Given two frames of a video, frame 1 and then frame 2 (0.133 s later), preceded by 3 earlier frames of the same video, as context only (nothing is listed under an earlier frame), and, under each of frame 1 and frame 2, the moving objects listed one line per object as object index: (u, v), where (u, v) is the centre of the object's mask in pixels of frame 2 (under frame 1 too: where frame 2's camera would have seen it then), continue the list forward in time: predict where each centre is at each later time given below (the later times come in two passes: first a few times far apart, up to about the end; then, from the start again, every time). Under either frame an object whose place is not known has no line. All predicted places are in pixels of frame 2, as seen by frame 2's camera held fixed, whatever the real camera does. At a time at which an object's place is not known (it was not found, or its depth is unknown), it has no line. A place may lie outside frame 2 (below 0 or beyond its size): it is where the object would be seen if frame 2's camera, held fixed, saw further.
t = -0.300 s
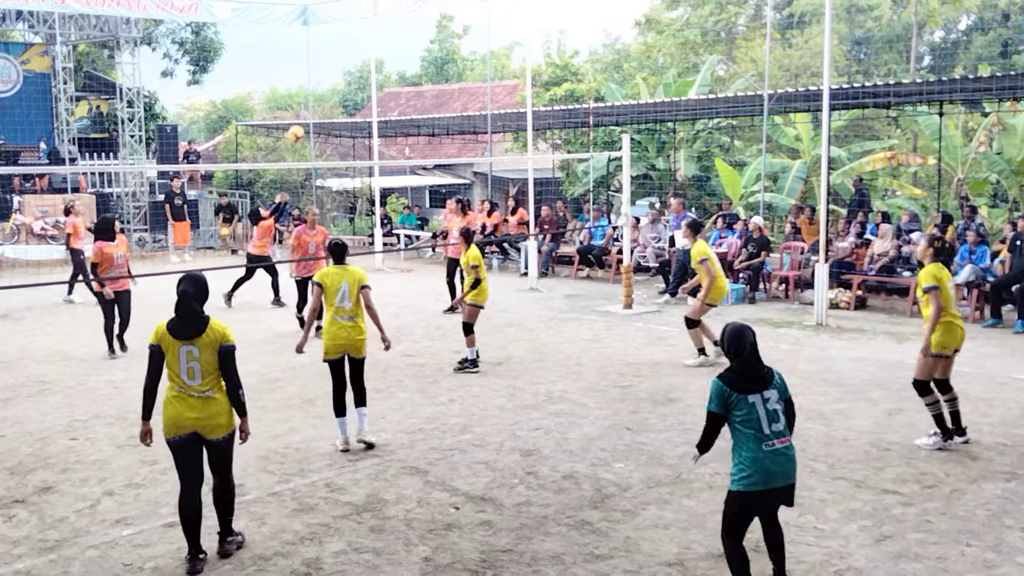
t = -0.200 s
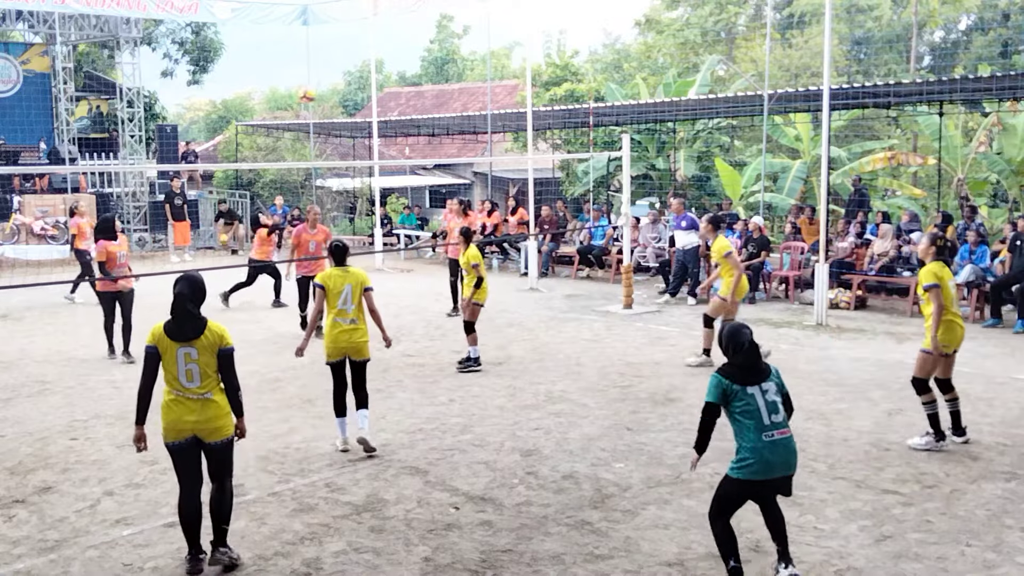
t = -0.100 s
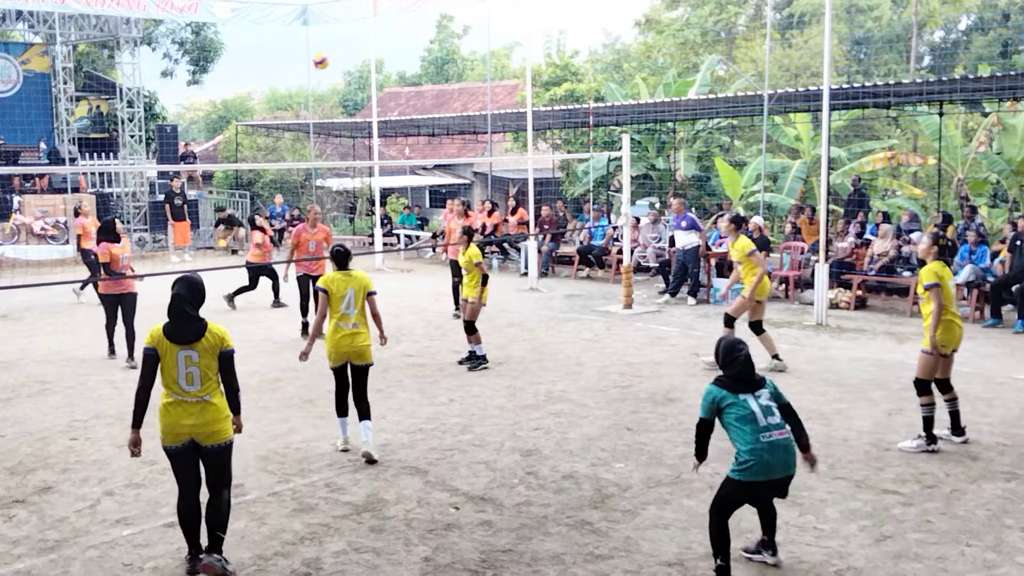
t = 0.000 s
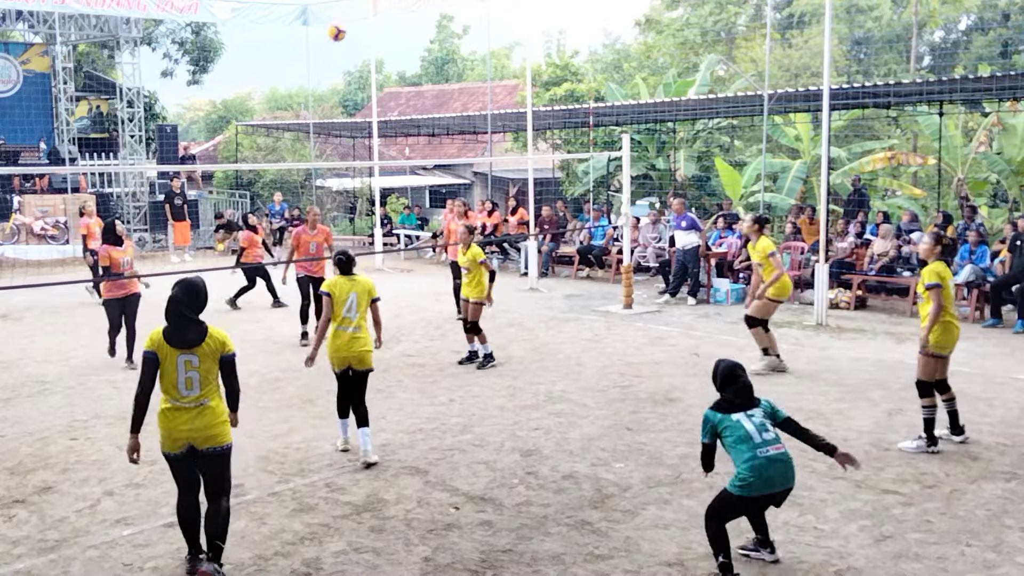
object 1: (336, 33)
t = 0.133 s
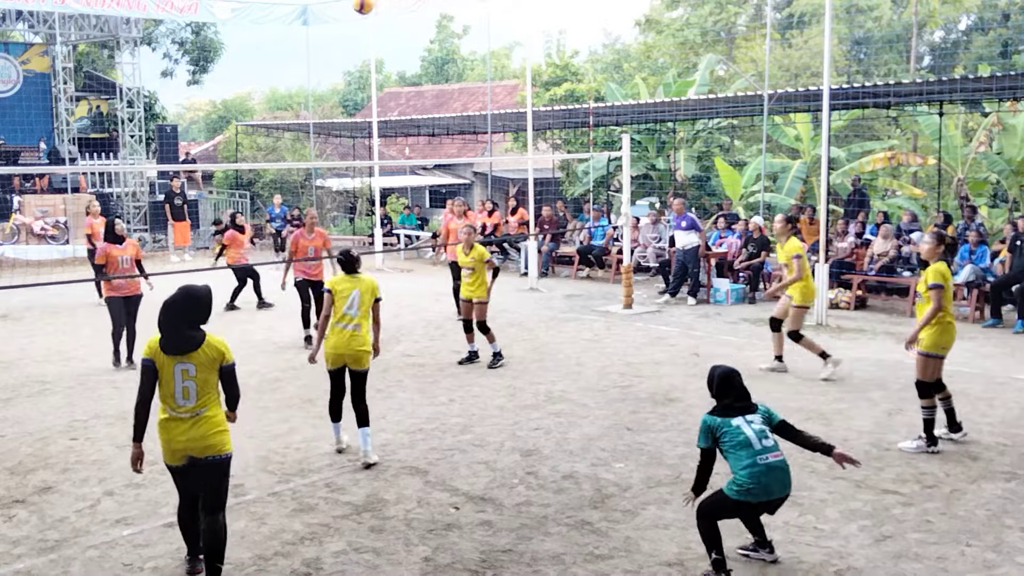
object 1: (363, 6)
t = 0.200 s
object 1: (379, 3)
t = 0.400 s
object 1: (437, 8)
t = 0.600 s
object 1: (522, 88)
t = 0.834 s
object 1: (677, 360)
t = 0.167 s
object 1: (371, 4)
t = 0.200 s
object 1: (379, 3)
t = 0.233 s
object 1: (387, 2)
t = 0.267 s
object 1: (396, 2)
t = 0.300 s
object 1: (405, 3)
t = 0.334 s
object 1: (415, 4)
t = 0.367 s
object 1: (425, 5)
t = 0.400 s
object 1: (437, 8)
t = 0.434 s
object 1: (449, 13)
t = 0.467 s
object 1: (460, 24)
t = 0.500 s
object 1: (475, 35)
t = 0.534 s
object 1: (490, 50)
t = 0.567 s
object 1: (507, 69)
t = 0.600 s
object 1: (522, 88)
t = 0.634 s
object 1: (540, 113)
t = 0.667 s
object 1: (558, 140)
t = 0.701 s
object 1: (578, 174)
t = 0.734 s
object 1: (600, 209)
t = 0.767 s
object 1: (623, 253)
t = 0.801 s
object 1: (649, 302)
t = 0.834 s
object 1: (677, 360)
